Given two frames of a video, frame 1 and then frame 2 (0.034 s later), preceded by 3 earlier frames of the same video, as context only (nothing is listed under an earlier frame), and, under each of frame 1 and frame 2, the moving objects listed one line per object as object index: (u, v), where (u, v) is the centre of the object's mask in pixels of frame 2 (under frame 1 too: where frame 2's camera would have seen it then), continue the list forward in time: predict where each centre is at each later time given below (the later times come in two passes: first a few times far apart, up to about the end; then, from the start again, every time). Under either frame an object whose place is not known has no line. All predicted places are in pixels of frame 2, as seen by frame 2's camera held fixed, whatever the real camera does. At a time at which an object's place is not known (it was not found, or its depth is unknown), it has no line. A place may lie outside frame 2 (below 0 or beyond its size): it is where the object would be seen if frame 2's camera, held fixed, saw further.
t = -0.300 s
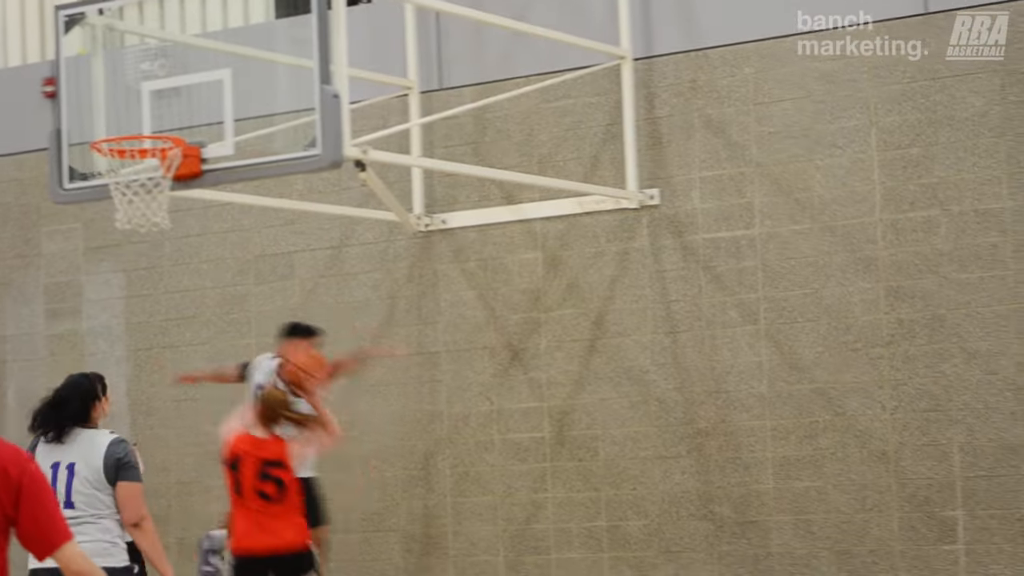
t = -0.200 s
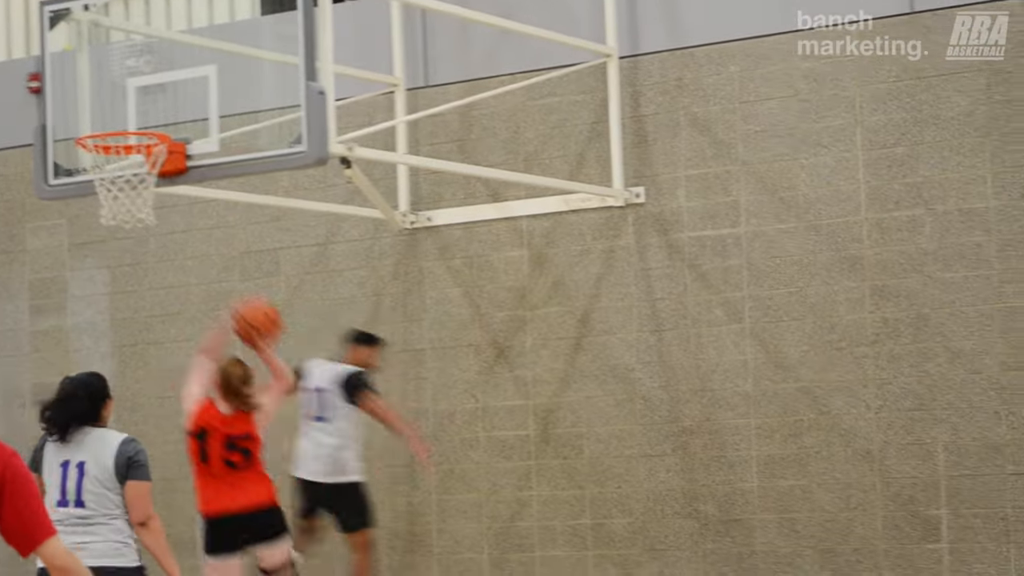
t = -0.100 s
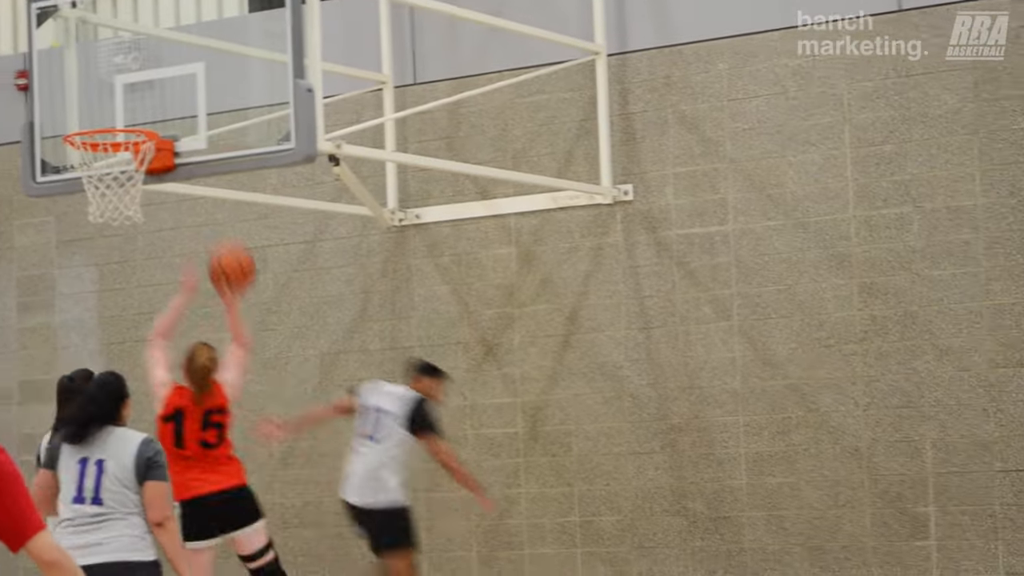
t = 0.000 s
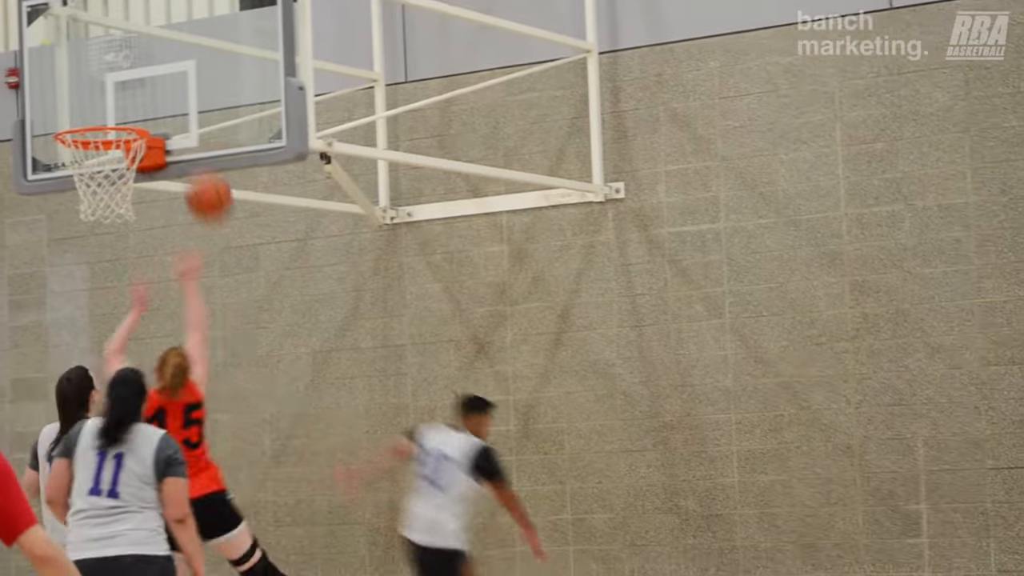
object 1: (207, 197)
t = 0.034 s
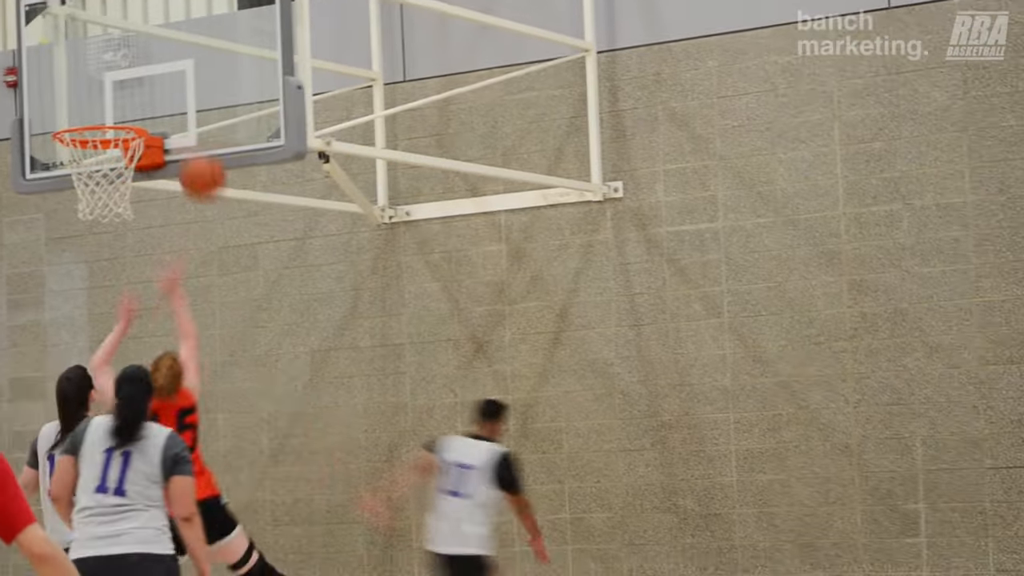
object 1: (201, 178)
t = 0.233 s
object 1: (176, 118)
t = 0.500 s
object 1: (212, 151)
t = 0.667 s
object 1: (197, 202)
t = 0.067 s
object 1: (197, 161)
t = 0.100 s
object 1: (193, 147)
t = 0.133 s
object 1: (186, 134)
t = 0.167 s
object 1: (174, 125)
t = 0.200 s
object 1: (170, 122)
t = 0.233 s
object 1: (176, 118)
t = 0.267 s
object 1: (182, 117)
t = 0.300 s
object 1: (188, 118)
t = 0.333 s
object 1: (194, 121)
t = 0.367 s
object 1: (201, 126)
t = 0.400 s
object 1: (207, 132)
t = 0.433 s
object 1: (215, 143)
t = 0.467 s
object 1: (215, 148)
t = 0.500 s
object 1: (212, 151)
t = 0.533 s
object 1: (209, 157)
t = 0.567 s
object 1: (206, 164)
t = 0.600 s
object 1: (203, 174)
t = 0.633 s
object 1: (200, 185)
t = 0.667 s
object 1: (197, 202)
